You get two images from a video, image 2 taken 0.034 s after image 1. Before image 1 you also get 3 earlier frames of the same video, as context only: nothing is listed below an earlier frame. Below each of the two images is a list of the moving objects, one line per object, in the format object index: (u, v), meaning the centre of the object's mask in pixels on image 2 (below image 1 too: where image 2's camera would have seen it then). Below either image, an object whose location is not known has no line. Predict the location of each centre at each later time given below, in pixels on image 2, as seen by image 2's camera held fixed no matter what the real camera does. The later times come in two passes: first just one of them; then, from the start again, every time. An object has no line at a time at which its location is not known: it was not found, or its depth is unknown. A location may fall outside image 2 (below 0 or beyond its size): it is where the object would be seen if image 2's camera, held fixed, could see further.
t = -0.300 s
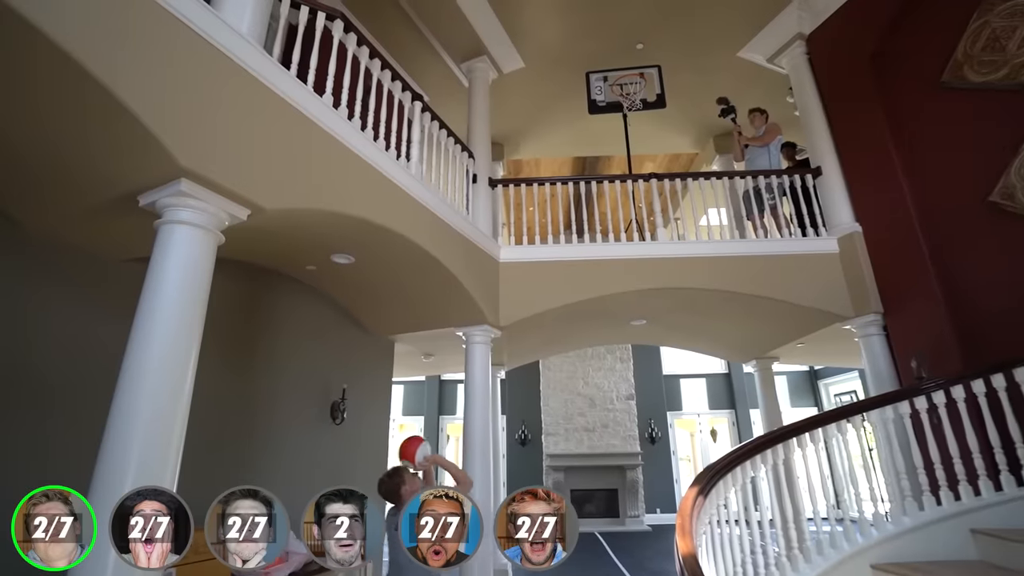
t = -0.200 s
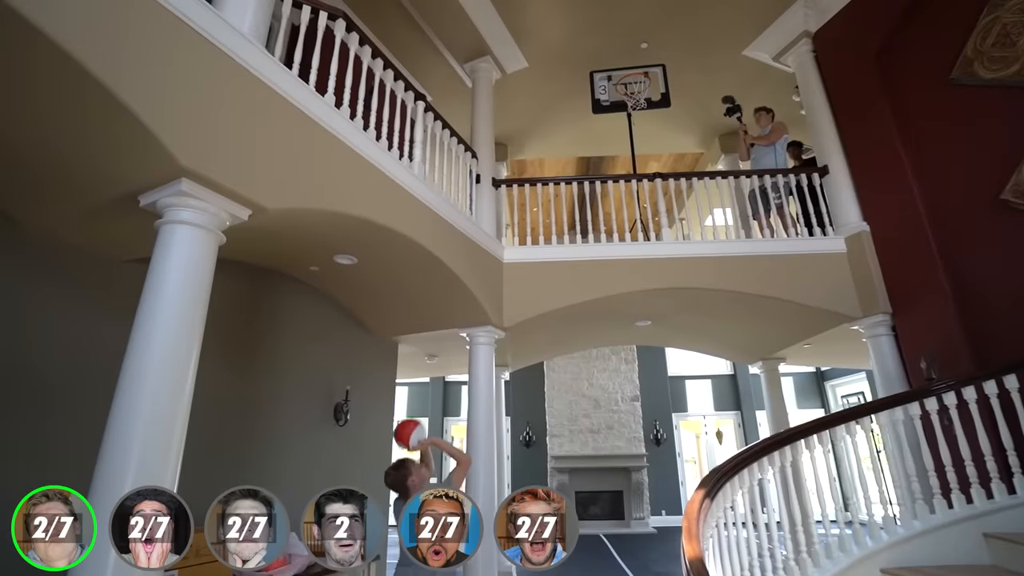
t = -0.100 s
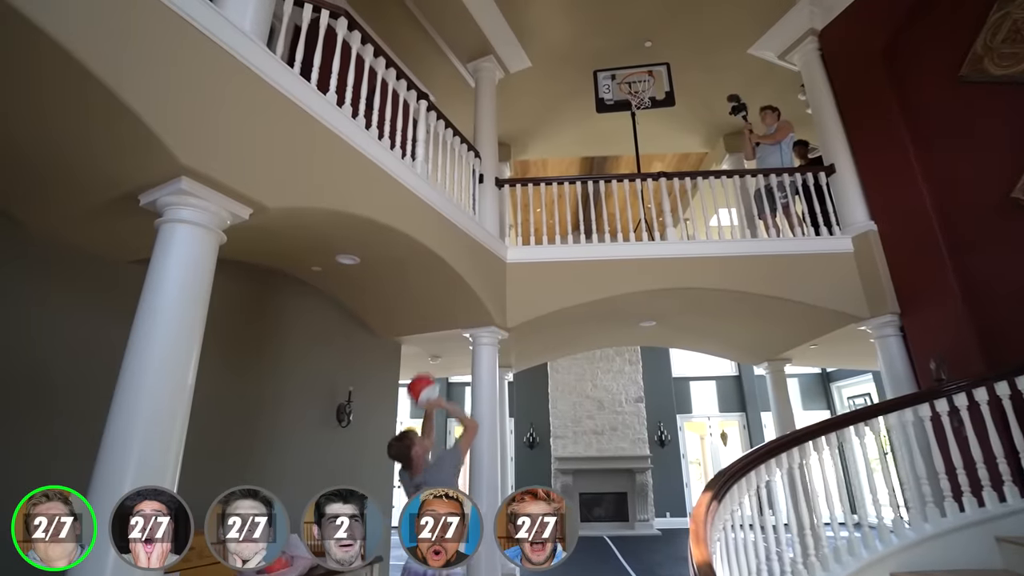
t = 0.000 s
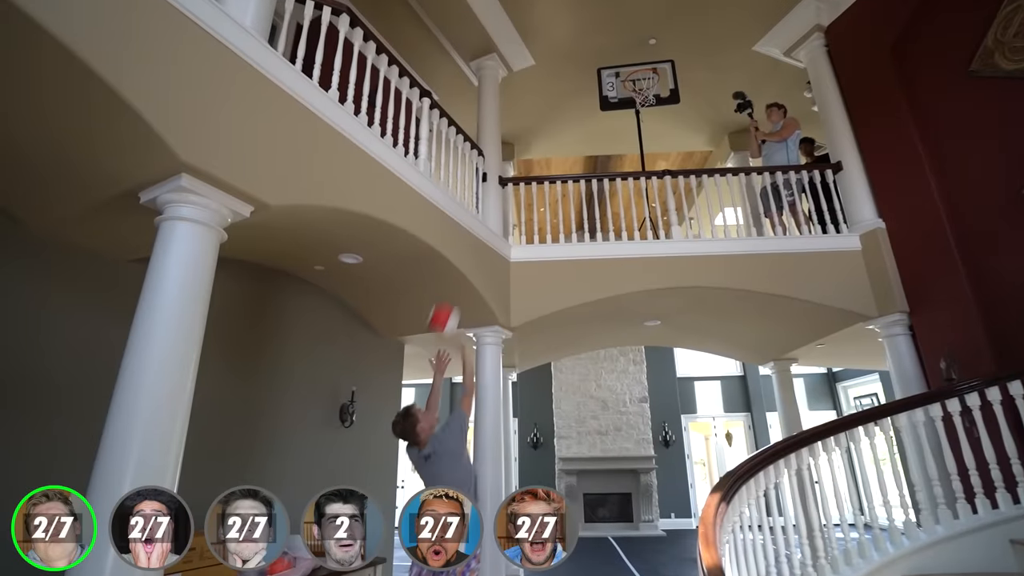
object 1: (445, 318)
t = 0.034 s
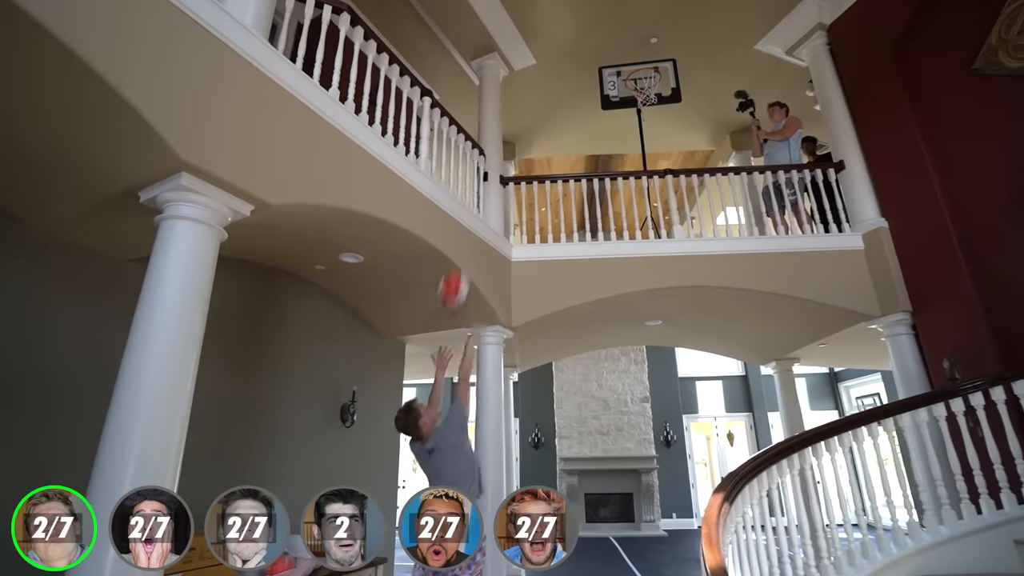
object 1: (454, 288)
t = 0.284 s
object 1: (512, 131)
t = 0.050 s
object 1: (458, 271)
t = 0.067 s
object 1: (463, 257)
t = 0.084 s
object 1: (466, 244)
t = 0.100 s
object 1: (472, 232)
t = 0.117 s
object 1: (477, 220)
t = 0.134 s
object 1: (482, 208)
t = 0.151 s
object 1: (484, 196)
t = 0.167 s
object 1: (487, 186)
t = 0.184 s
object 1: (491, 175)
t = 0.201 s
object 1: (494, 169)
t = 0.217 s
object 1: (497, 157)
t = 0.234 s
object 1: (503, 150)
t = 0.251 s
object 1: (505, 144)
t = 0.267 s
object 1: (509, 138)
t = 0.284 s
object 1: (512, 131)
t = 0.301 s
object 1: (516, 122)
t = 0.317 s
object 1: (518, 115)
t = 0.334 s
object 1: (522, 109)
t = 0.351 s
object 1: (524, 105)
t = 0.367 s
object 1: (528, 99)
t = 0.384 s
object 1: (531, 94)
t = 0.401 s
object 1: (533, 90)
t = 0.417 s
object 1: (536, 86)
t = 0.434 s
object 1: (538, 84)
